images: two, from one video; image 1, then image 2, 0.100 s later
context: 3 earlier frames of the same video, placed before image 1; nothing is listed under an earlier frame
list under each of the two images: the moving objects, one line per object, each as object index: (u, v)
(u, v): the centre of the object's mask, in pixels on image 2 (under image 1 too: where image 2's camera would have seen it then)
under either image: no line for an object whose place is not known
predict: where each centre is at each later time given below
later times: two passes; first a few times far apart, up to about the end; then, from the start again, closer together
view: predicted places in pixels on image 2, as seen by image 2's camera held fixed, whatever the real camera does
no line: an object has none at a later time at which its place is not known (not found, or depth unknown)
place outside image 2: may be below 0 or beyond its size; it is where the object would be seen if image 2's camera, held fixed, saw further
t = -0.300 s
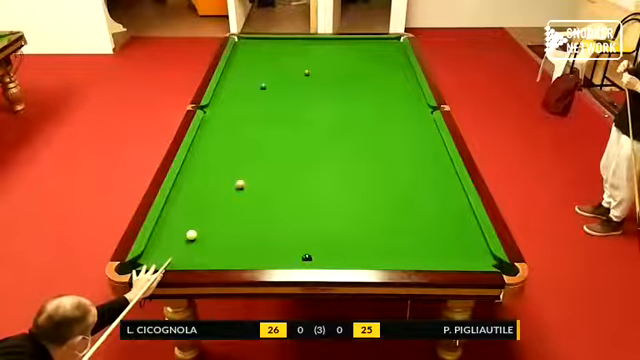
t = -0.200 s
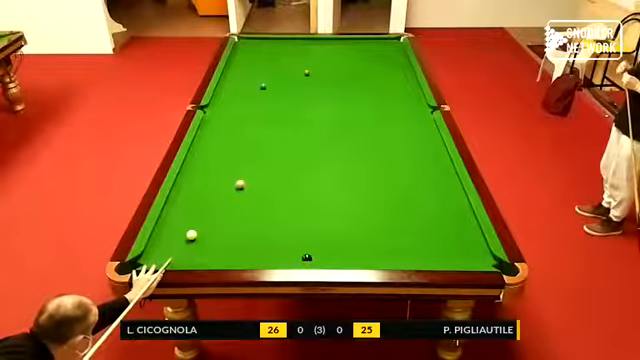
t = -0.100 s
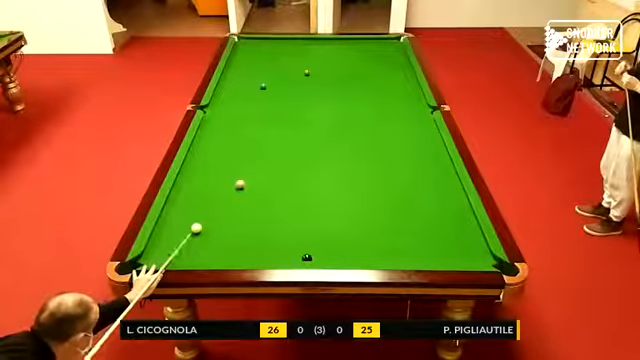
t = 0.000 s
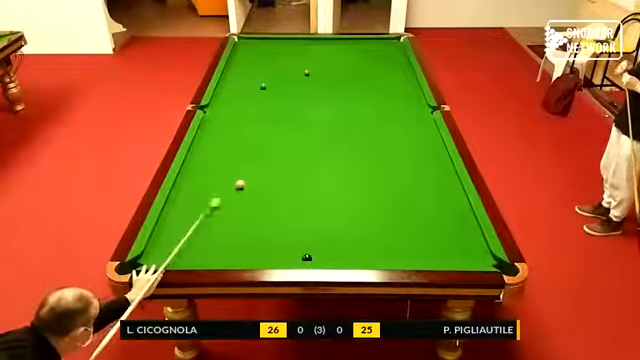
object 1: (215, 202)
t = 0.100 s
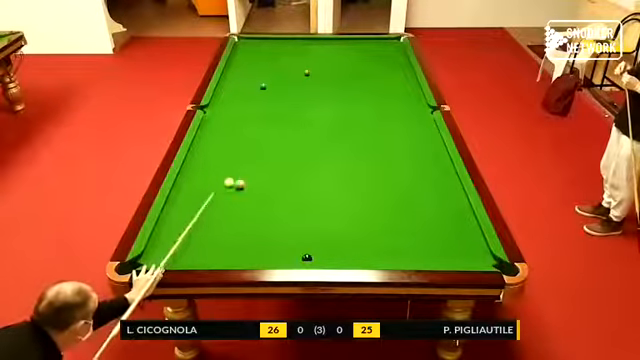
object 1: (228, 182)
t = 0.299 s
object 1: (251, 150)
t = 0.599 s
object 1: (277, 113)
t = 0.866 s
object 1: (295, 86)
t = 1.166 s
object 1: (300, 71)
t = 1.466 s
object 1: (295, 64)
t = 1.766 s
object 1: (292, 59)
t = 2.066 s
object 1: (289, 53)
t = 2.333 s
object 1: (285, 48)
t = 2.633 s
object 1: (283, 44)
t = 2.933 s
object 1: (281, 40)
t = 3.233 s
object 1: (278, 40)
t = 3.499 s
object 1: (277, 41)
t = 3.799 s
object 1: (274, 43)
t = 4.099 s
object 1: (272, 45)
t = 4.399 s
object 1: (271, 47)
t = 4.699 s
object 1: (270, 48)
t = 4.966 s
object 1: (269, 49)
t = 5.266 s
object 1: (268, 49)
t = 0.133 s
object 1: (233, 176)
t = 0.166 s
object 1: (237, 170)
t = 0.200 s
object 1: (240, 166)
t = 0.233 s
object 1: (244, 160)
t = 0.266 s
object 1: (247, 155)
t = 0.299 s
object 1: (251, 150)
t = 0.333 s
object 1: (254, 145)
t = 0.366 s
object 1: (257, 141)
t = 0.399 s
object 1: (261, 137)
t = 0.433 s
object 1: (263, 131)
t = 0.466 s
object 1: (267, 127)
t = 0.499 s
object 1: (269, 124)
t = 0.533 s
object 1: (272, 120)
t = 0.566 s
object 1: (275, 116)
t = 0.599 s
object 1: (277, 113)
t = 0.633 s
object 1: (280, 110)
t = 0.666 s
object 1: (282, 106)
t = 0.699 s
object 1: (284, 102)
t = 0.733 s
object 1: (287, 99)
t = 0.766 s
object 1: (289, 96)
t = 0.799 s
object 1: (291, 93)
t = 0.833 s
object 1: (293, 90)
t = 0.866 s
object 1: (295, 86)
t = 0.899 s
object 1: (297, 84)
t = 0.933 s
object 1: (299, 81)
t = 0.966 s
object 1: (301, 78)
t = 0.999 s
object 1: (303, 75)
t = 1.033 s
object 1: (303, 74)
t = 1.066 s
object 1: (302, 74)
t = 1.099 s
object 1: (301, 73)
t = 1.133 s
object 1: (300, 72)
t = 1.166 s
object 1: (300, 71)
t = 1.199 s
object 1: (299, 71)
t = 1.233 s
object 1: (299, 71)
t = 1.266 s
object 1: (298, 70)
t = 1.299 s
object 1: (298, 69)
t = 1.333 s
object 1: (297, 68)
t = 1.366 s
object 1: (297, 67)
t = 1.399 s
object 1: (296, 66)
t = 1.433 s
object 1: (296, 65)
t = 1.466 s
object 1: (295, 64)
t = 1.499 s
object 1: (295, 64)
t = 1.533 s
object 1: (295, 64)
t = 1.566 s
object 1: (294, 63)
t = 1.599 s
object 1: (294, 62)
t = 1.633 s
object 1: (293, 61)
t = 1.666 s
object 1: (293, 60)
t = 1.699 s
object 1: (292, 60)
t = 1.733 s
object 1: (292, 59)
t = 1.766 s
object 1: (292, 59)
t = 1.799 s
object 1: (291, 58)
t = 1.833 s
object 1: (291, 57)
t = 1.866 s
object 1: (291, 56)
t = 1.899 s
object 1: (290, 56)
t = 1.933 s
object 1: (290, 55)
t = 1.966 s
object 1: (289, 55)
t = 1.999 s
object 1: (289, 54)
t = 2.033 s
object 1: (289, 54)
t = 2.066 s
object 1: (289, 53)
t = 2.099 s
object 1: (289, 52)
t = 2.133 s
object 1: (289, 52)
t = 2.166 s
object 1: (288, 51)
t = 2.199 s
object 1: (287, 51)
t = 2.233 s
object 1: (287, 51)
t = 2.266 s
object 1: (286, 49)
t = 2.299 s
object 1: (286, 49)
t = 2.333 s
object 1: (285, 48)
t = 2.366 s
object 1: (285, 48)
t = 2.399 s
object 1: (285, 48)
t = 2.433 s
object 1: (285, 48)
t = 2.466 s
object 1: (285, 48)
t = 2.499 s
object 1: (284, 46)
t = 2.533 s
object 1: (284, 46)
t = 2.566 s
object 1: (284, 45)
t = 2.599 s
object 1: (284, 45)
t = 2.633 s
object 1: (283, 44)
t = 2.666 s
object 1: (283, 43)
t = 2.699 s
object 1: (283, 43)
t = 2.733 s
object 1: (283, 43)
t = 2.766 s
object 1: (283, 43)
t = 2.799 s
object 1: (282, 43)
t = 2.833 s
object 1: (282, 43)
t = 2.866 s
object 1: (282, 41)
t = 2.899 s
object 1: (281, 40)
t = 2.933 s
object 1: (281, 40)
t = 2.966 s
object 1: (281, 40)
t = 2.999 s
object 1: (281, 40)
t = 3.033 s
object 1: (281, 40)
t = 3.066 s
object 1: (280, 39)
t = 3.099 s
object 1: (280, 39)
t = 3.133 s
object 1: (280, 39)
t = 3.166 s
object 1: (279, 39)
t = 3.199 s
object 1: (279, 39)
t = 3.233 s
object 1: (278, 40)
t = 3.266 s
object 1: (278, 40)
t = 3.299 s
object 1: (278, 40)
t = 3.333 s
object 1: (278, 40)
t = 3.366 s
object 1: (278, 40)
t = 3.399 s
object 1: (277, 40)
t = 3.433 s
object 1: (277, 41)
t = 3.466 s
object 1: (277, 41)
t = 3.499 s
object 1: (277, 41)
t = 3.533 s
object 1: (276, 42)
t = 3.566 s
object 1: (276, 42)
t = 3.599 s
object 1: (275, 42)
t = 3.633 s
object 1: (275, 43)
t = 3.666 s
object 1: (275, 43)
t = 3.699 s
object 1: (275, 42)
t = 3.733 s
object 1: (275, 42)
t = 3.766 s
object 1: (275, 42)
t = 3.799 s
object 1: (274, 43)
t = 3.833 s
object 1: (274, 43)
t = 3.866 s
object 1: (274, 43)
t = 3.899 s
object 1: (273, 44)
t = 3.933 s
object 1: (273, 44)
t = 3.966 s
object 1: (273, 44)
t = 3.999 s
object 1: (273, 44)
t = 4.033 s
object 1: (273, 45)
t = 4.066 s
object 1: (273, 45)
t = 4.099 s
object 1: (272, 45)
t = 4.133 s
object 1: (272, 45)
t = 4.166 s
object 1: (272, 45)
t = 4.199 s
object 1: (272, 46)
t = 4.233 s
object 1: (272, 46)
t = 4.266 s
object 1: (272, 46)
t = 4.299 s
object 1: (272, 46)
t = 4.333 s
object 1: (272, 46)
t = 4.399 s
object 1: (271, 47)
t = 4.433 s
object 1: (271, 47)
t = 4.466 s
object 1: (270, 47)
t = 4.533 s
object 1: (270, 48)
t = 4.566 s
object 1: (270, 48)
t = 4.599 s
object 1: (270, 48)
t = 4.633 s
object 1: (270, 48)
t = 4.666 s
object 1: (270, 48)
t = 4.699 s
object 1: (270, 48)
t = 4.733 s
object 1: (270, 48)
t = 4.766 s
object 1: (270, 48)
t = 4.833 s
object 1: (270, 48)
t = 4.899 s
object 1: (269, 48)
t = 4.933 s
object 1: (270, 48)
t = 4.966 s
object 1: (269, 49)
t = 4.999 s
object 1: (269, 49)
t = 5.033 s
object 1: (269, 49)
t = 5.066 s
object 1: (269, 49)
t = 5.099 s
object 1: (268, 49)
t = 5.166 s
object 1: (268, 49)
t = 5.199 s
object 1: (268, 49)
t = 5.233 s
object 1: (268, 49)
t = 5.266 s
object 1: (268, 49)
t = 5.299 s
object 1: (268, 50)
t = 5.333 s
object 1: (268, 50)
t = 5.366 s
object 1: (268, 50)
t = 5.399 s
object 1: (268, 50)
